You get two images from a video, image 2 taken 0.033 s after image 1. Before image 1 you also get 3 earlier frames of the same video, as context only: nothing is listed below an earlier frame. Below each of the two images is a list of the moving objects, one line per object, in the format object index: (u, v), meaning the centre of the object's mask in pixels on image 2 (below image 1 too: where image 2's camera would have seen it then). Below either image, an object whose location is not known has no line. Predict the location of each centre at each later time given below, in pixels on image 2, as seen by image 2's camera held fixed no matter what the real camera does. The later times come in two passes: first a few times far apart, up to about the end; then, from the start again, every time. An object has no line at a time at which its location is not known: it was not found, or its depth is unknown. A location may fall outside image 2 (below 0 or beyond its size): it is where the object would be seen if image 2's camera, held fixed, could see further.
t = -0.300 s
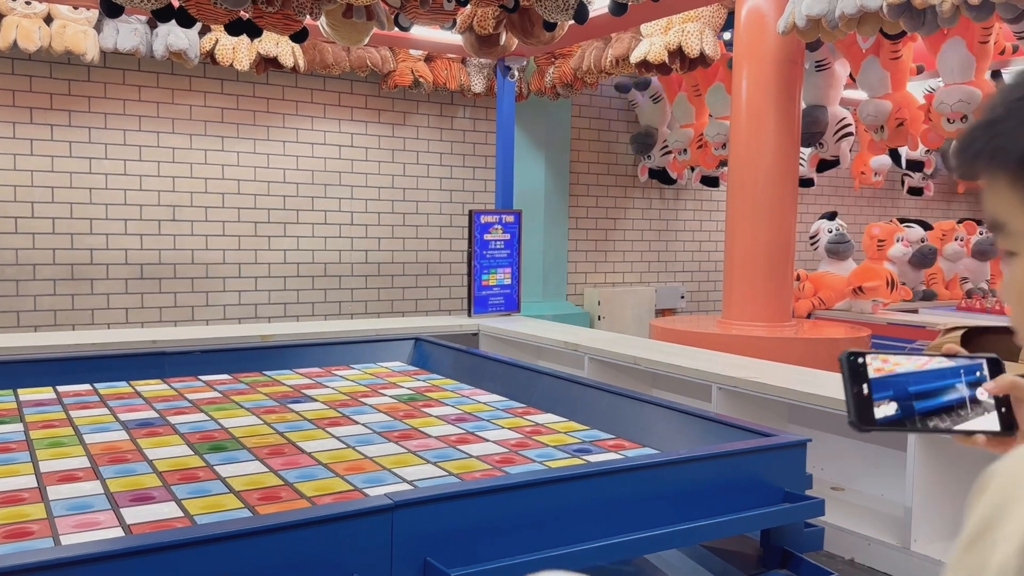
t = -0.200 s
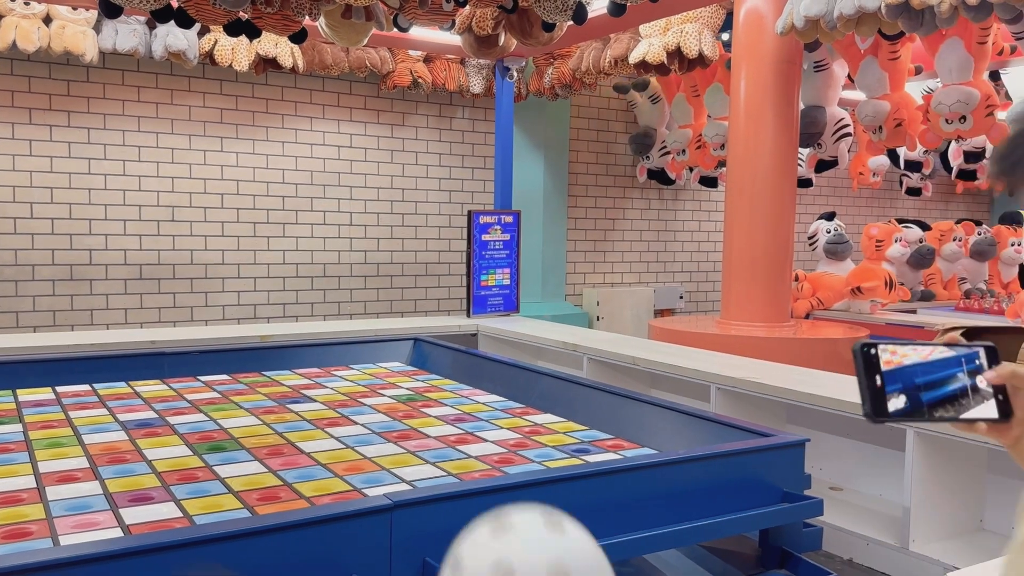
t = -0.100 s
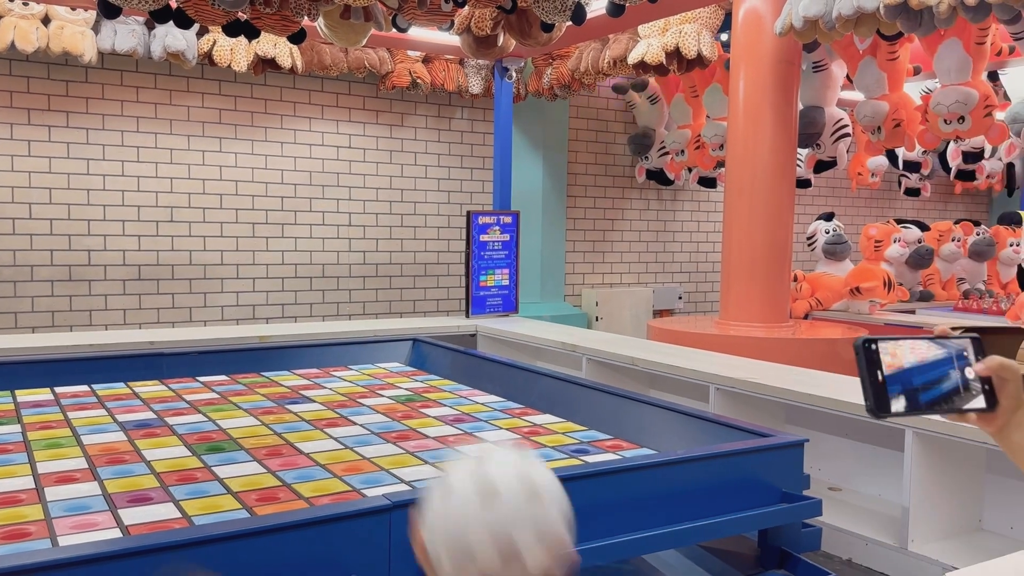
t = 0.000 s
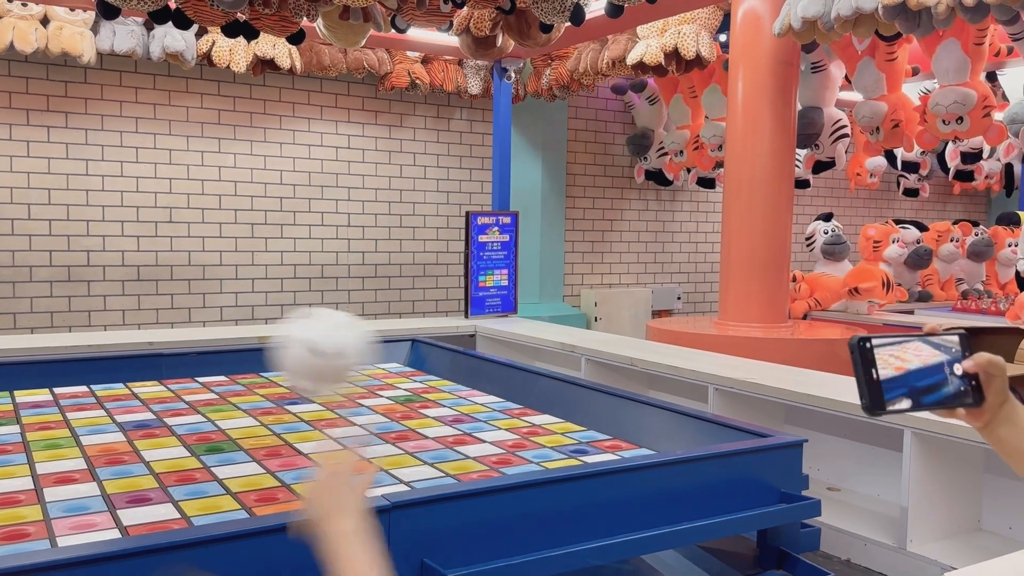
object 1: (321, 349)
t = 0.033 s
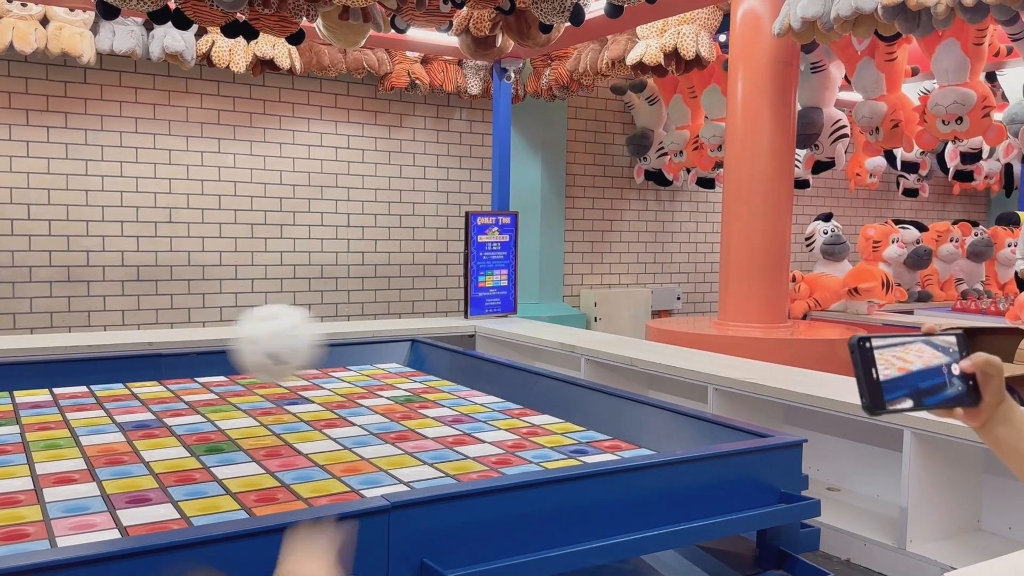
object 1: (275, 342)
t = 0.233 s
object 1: (147, 416)
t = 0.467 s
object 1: (130, 345)
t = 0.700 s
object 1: (139, 304)
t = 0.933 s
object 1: (140, 368)
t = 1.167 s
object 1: (124, 348)
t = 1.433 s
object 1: (117, 385)
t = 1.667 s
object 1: (106, 394)
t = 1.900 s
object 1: (101, 400)
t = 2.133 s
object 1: (87, 405)
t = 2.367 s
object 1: (72, 411)
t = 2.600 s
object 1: (62, 418)
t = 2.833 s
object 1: (42, 424)
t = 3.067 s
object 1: (13, 430)
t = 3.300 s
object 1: (-15, 439)
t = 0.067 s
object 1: (241, 342)
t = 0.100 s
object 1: (213, 349)
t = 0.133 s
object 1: (192, 361)
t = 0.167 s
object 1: (175, 375)
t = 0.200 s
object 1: (161, 392)
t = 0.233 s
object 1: (147, 416)
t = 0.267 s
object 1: (138, 438)
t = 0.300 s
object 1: (128, 460)
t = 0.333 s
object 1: (122, 462)
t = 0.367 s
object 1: (126, 427)
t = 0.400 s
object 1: (127, 390)
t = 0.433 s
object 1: (128, 365)
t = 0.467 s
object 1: (130, 345)
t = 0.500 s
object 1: (132, 325)
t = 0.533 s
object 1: (133, 313)
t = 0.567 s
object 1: (134, 305)
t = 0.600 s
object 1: (136, 300)
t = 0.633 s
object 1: (137, 299)
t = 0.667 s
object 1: (138, 300)
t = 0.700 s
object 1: (139, 304)
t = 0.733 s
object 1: (141, 312)
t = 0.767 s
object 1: (142, 320)
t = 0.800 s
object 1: (143, 331)
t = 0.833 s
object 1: (145, 349)
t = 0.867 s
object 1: (146, 362)
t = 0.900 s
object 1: (146, 374)
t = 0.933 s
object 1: (140, 368)
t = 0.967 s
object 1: (134, 360)
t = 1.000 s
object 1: (129, 356)
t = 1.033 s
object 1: (127, 351)
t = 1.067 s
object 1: (126, 347)
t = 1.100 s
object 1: (126, 345)
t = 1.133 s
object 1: (125, 345)
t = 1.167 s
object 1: (124, 348)
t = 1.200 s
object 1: (124, 354)
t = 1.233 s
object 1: (123, 361)
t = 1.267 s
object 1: (122, 371)
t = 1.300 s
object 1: (122, 381)
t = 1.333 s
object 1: (120, 379)
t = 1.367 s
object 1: (119, 378)
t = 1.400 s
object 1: (118, 380)
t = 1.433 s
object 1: (117, 385)
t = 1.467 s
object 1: (115, 387)
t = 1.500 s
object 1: (113, 385)
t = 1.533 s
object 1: (111, 387)
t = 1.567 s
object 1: (110, 390)
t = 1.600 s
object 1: (108, 391)
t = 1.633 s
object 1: (107, 391)
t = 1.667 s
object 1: (106, 394)
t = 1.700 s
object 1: (105, 393)
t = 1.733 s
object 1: (105, 395)
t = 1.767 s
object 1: (105, 395)
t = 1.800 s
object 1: (104, 397)
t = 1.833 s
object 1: (103, 397)
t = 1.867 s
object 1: (102, 399)
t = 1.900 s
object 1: (101, 400)
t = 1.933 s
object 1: (100, 401)
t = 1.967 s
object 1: (99, 401)
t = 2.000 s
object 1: (97, 402)
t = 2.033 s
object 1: (94, 403)
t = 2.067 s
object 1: (92, 404)
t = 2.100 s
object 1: (89, 404)
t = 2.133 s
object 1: (87, 405)
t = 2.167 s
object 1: (84, 406)
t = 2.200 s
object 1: (81, 407)
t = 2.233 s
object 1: (78, 408)
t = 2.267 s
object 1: (76, 409)
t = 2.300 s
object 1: (75, 410)
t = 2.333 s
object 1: (73, 410)
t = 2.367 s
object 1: (72, 411)
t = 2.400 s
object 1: (71, 412)
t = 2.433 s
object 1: (69, 413)
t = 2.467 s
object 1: (68, 414)
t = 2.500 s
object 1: (67, 415)
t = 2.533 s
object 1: (65, 416)
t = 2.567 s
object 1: (64, 417)
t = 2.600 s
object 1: (62, 418)
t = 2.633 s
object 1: (60, 419)
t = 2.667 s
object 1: (58, 421)
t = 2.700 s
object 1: (55, 422)
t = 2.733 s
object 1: (52, 423)
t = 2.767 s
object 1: (49, 423)
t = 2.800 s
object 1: (45, 424)
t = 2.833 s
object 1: (42, 424)
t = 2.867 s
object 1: (38, 425)
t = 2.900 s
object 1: (34, 426)
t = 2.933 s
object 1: (30, 426)
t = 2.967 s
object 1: (26, 427)
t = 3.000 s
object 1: (22, 428)
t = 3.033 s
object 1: (18, 429)
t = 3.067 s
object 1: (13, 430)
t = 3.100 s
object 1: (9, 431)
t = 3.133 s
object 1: (5, 432)
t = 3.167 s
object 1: (1, 434)
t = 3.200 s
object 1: (-5, 436)
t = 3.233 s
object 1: (-10, 438)
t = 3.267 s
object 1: (-12, 438)
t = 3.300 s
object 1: (-15, 439)
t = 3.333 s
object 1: (-18, 440)
